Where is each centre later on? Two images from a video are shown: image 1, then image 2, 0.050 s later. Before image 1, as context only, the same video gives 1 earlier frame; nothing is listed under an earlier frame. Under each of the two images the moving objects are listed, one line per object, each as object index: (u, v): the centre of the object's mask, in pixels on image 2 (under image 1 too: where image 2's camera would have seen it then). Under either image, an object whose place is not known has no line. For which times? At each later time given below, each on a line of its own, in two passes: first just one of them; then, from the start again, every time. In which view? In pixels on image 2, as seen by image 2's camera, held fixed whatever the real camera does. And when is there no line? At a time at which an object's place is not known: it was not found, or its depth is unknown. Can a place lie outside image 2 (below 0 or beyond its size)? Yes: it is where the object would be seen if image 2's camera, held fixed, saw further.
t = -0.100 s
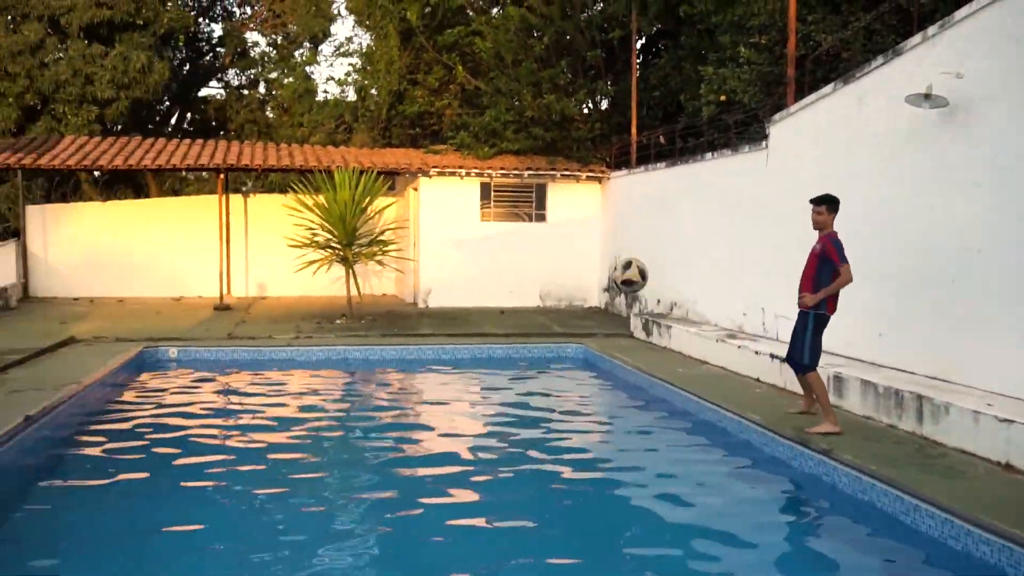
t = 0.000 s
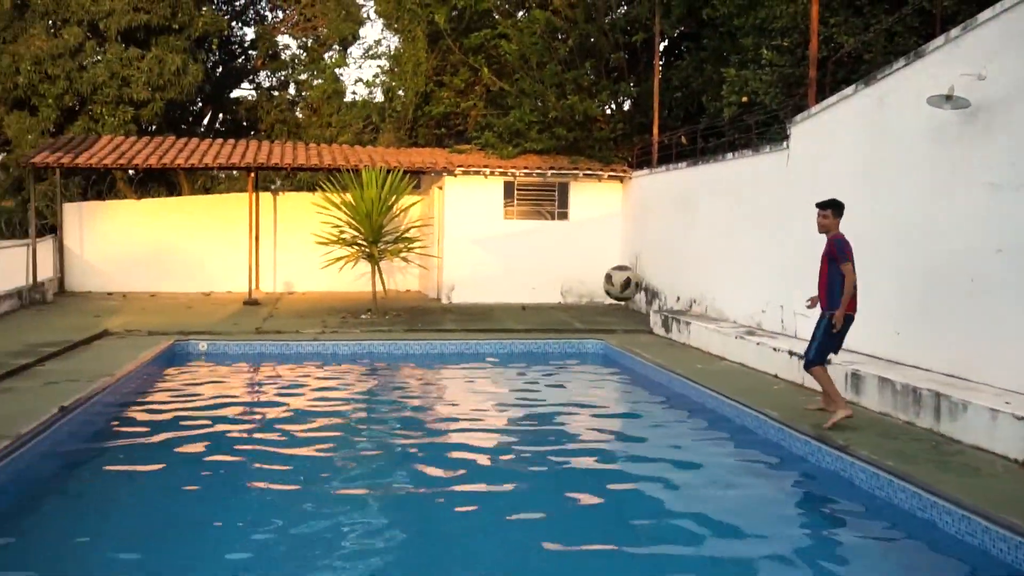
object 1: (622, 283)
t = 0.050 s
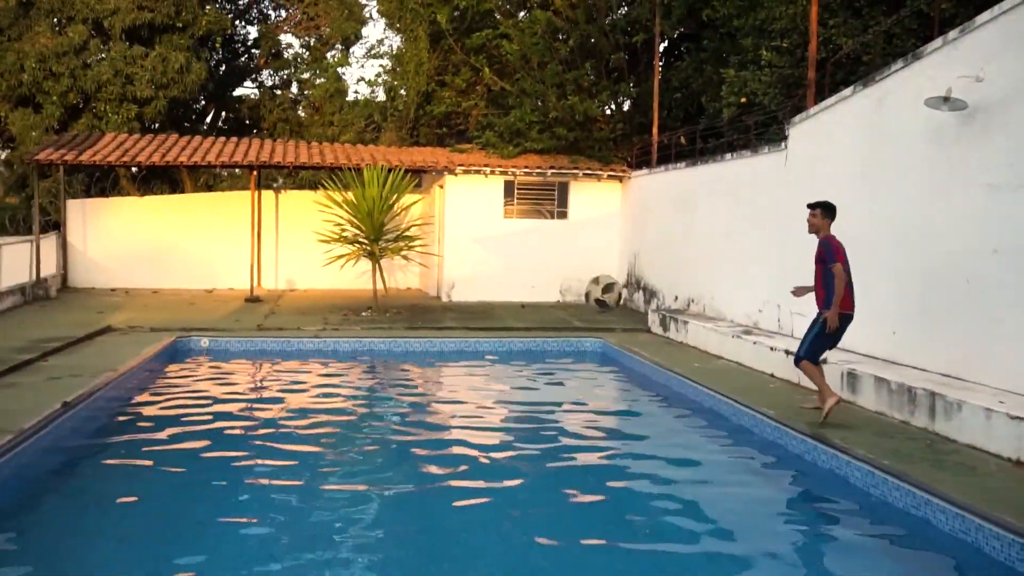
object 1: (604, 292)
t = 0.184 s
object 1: (555, 351)
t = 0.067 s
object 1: (597, 298)
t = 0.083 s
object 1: (592, 304)
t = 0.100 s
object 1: (585, 310)
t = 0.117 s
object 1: (580, 317)
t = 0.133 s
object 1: (574, 324)
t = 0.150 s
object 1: (568, 332)
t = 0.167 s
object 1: (561, 340)
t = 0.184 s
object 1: (555, 351)
